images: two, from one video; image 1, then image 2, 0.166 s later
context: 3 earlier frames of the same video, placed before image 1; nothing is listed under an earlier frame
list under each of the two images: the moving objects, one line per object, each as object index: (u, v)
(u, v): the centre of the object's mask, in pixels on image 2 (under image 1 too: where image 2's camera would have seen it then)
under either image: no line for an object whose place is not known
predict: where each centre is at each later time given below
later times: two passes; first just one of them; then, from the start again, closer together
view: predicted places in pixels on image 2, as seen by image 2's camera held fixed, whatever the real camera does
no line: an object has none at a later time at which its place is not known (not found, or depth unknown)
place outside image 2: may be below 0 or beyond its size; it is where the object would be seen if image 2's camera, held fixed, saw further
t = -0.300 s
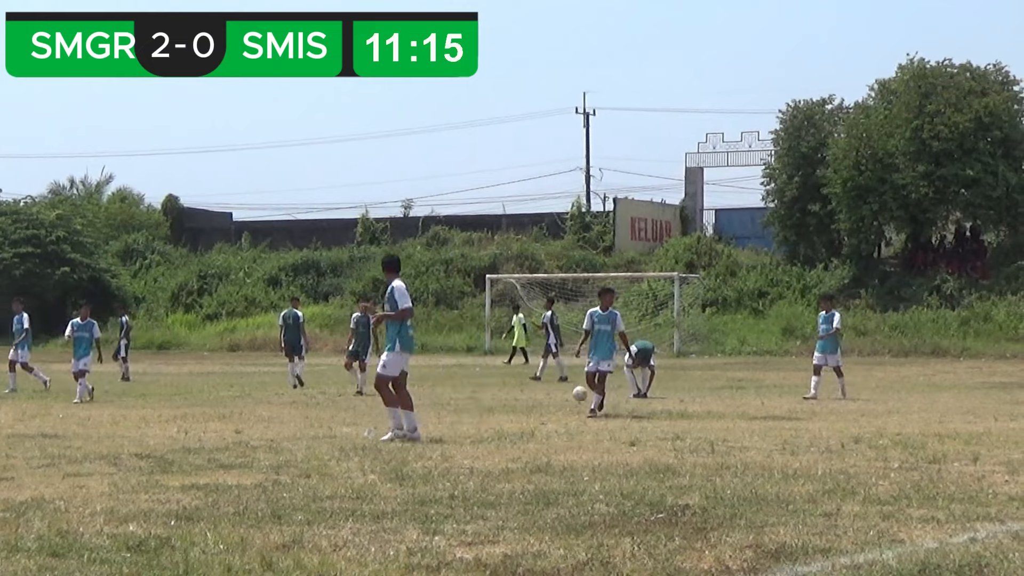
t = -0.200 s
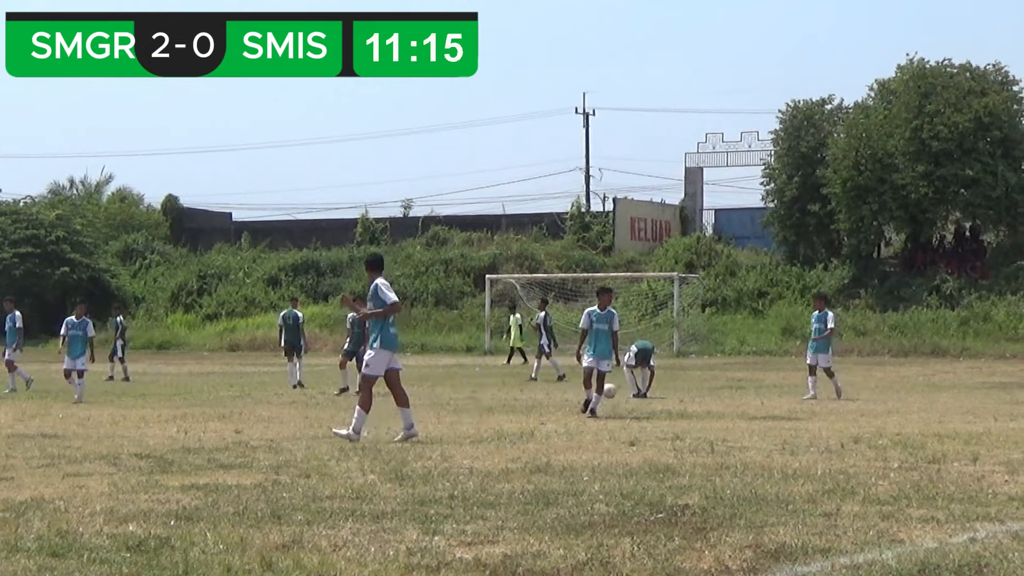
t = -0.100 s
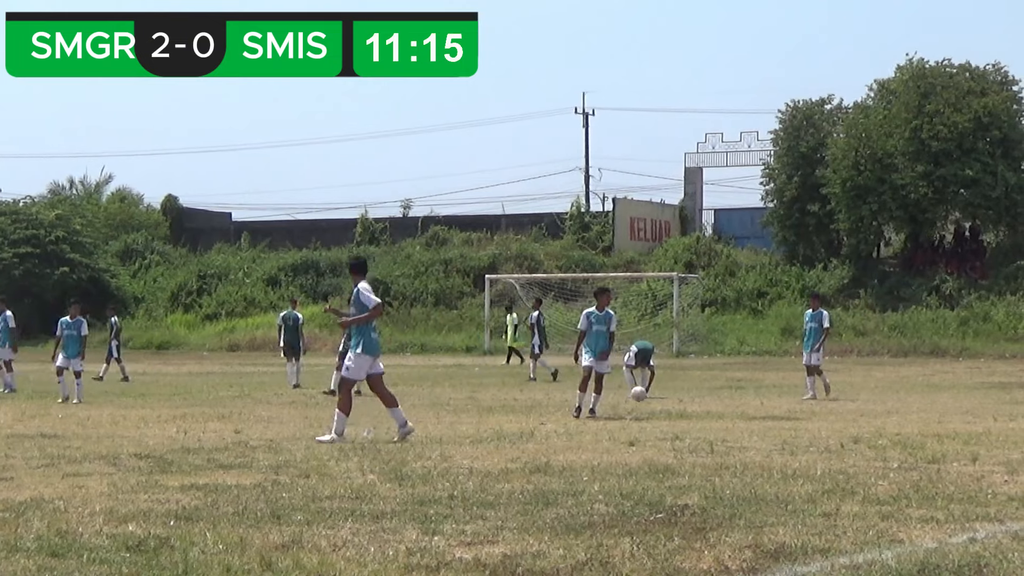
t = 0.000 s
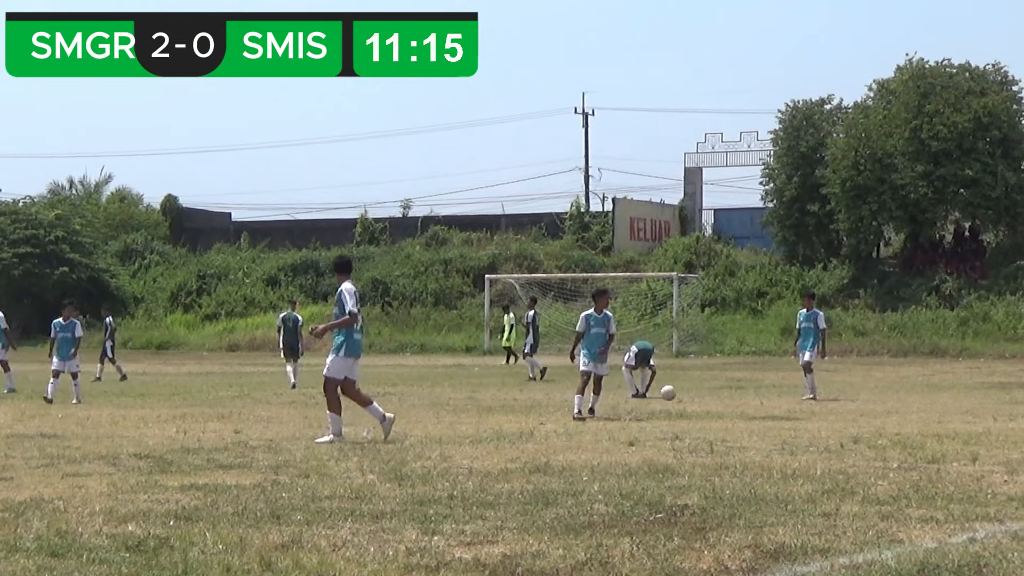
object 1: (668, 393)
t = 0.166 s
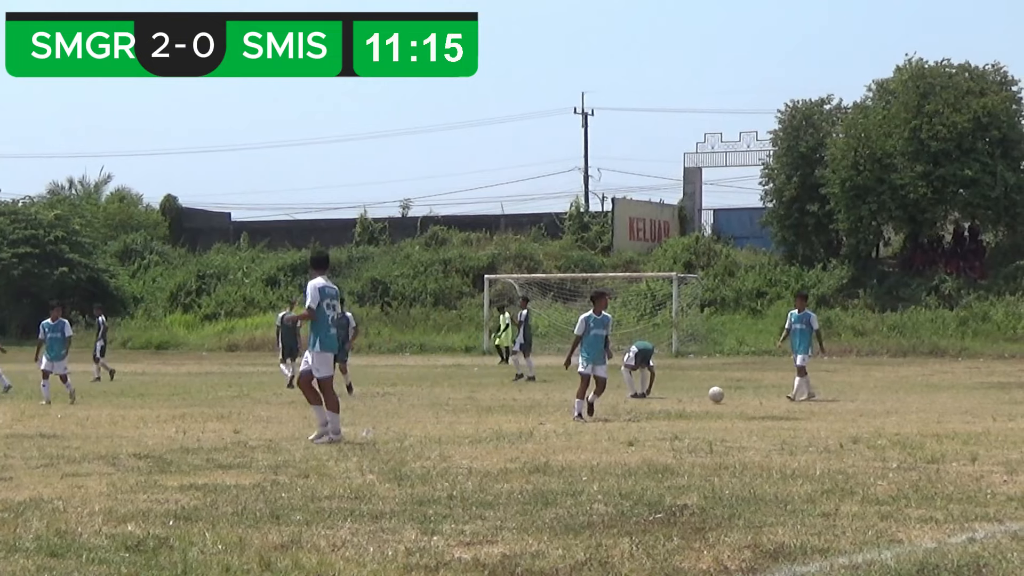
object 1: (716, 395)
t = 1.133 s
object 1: (1018, 398)
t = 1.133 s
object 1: (1018, 398)
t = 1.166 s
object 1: (1022, 399)
